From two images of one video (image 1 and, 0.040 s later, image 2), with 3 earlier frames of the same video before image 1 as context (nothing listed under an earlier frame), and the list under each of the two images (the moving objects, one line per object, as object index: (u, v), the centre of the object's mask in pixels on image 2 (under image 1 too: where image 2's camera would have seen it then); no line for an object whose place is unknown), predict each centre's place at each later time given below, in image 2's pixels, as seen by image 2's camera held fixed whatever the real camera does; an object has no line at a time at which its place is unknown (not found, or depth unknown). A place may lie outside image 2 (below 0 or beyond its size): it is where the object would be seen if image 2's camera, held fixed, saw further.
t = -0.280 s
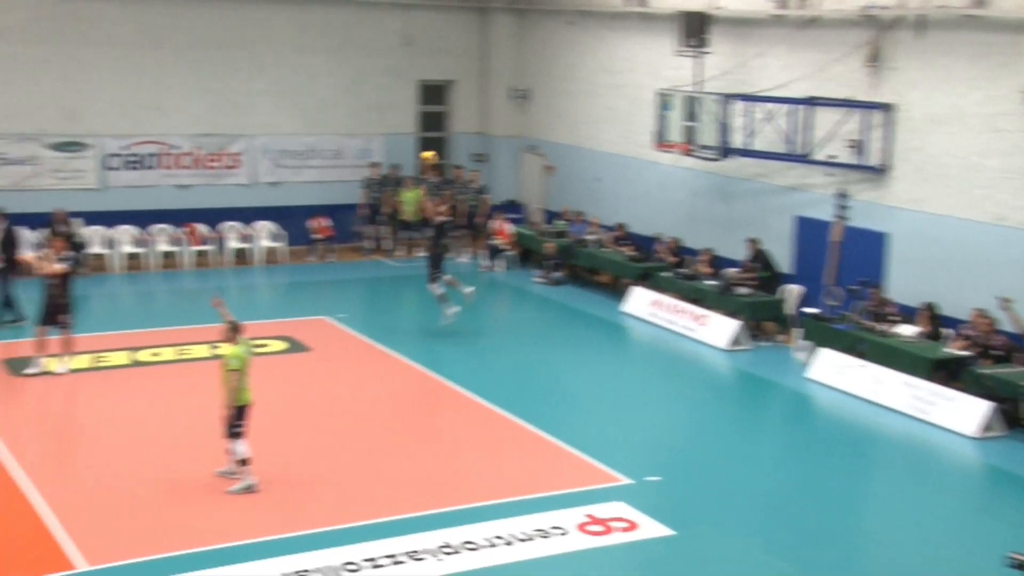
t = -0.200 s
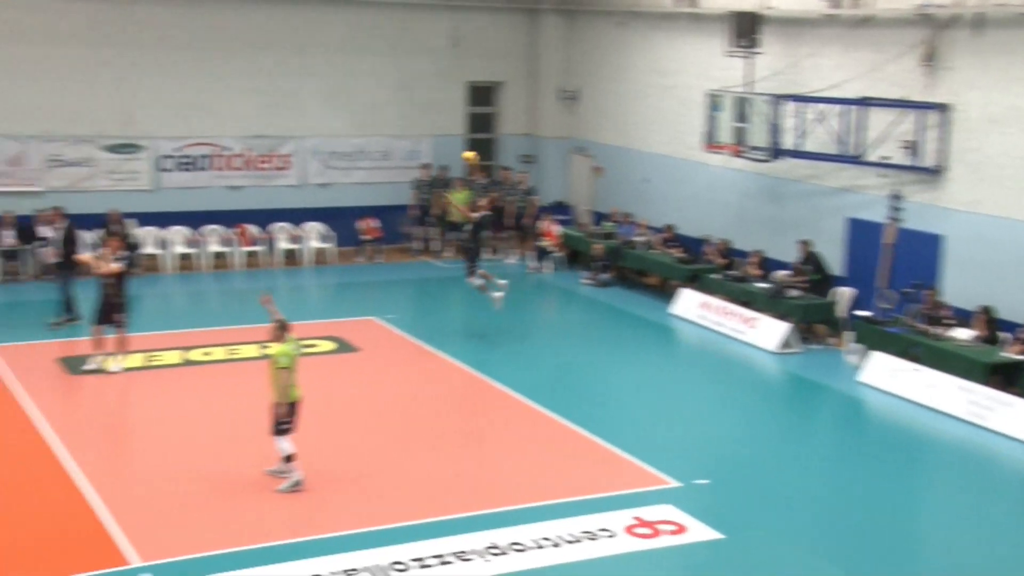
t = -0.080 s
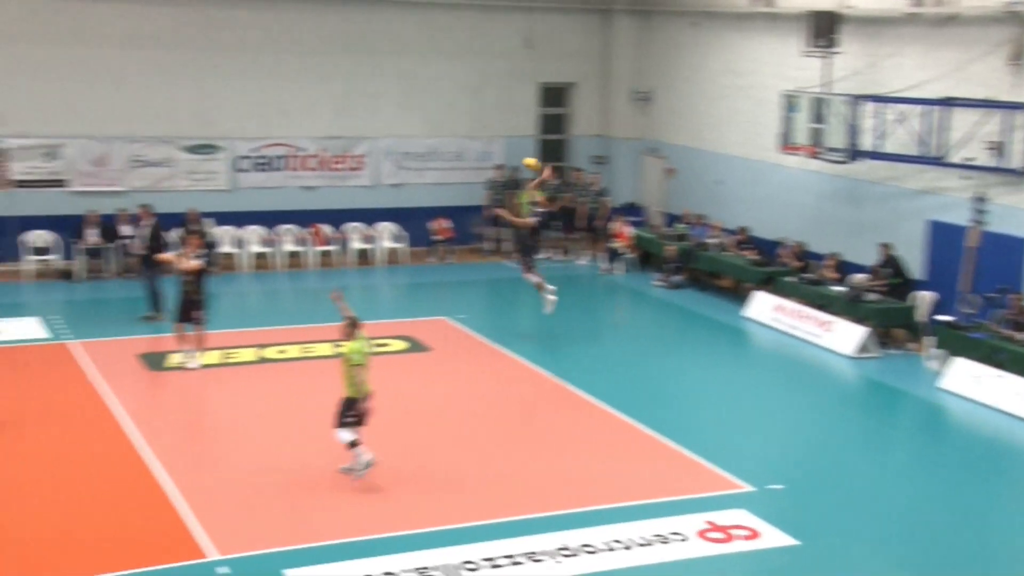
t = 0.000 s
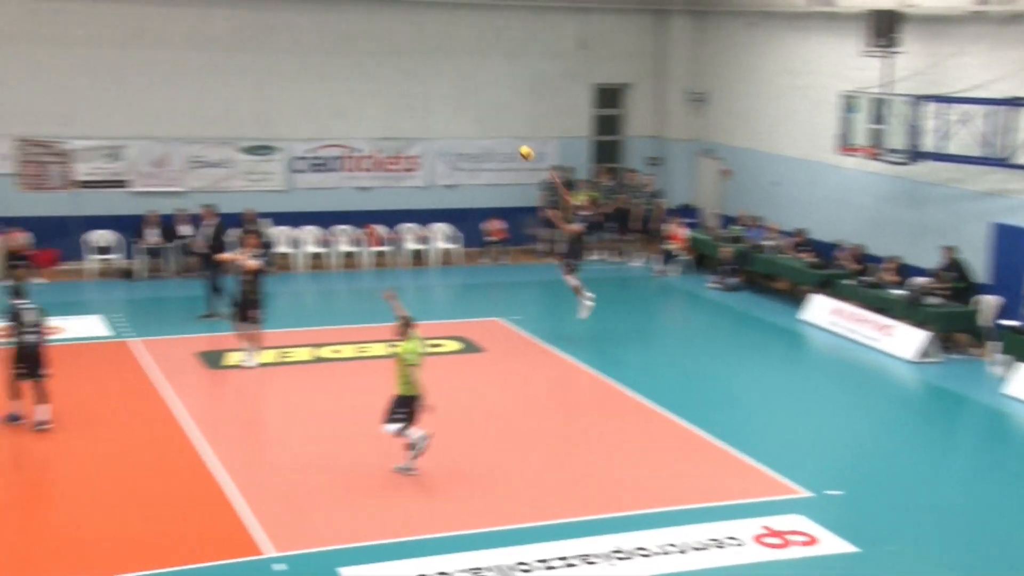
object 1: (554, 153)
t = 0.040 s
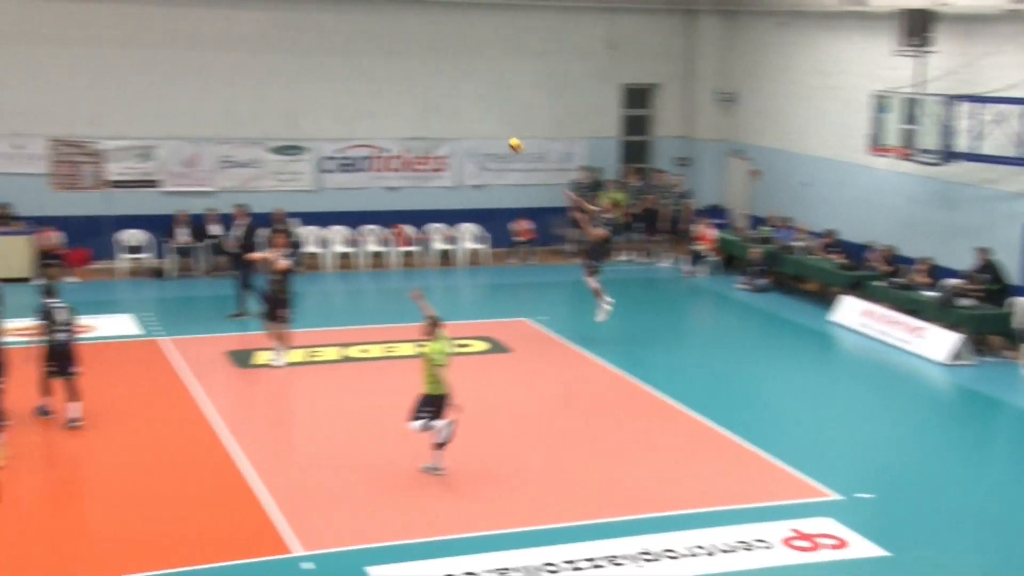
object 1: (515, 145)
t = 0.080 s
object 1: (476, 137)
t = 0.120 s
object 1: (435, 130)
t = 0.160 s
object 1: (395, 124)
